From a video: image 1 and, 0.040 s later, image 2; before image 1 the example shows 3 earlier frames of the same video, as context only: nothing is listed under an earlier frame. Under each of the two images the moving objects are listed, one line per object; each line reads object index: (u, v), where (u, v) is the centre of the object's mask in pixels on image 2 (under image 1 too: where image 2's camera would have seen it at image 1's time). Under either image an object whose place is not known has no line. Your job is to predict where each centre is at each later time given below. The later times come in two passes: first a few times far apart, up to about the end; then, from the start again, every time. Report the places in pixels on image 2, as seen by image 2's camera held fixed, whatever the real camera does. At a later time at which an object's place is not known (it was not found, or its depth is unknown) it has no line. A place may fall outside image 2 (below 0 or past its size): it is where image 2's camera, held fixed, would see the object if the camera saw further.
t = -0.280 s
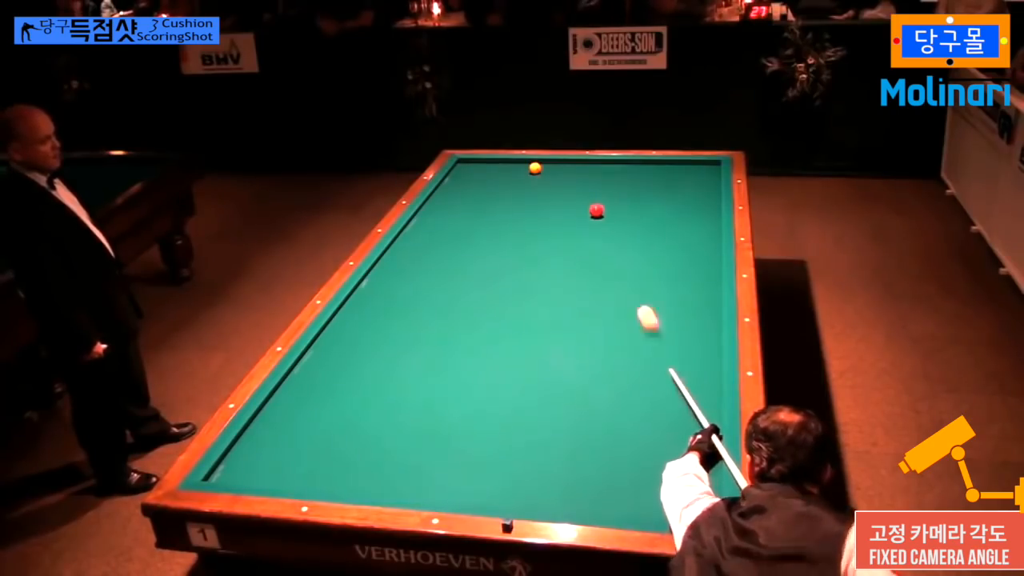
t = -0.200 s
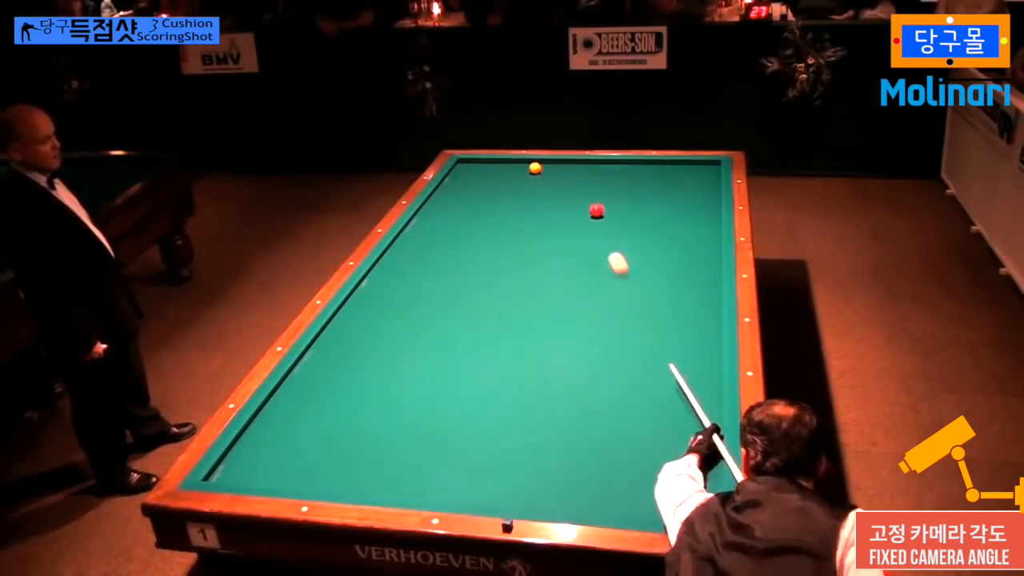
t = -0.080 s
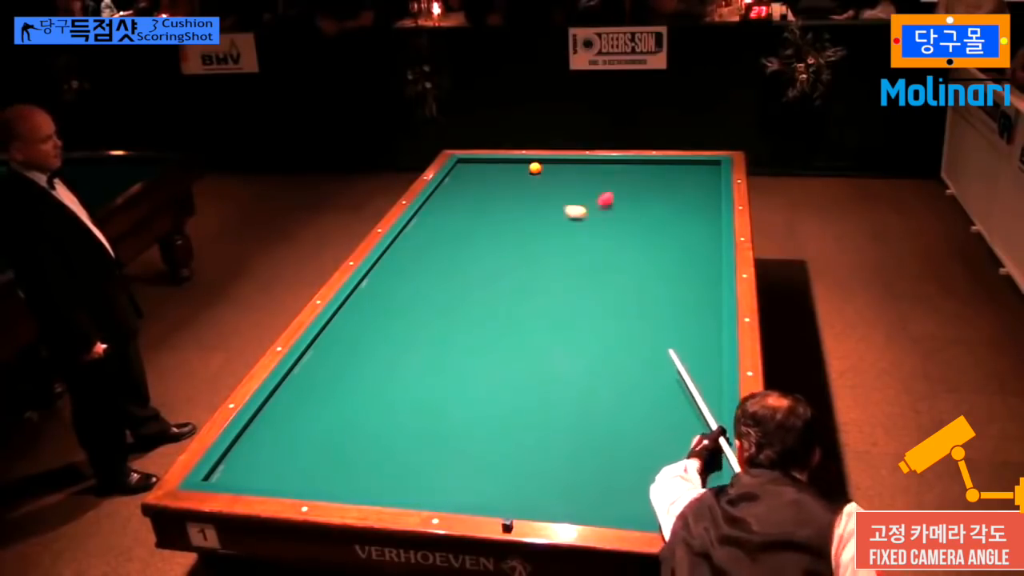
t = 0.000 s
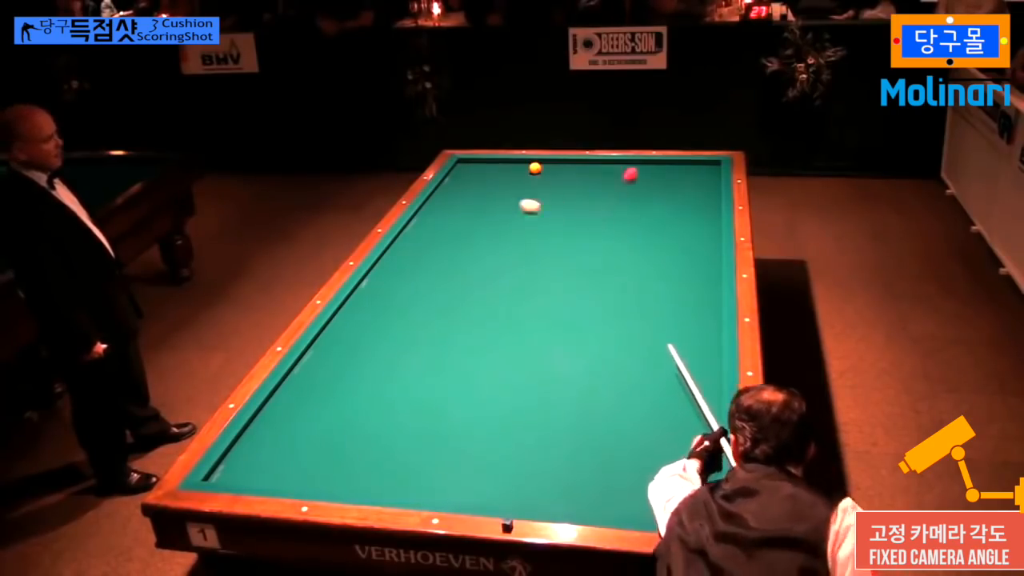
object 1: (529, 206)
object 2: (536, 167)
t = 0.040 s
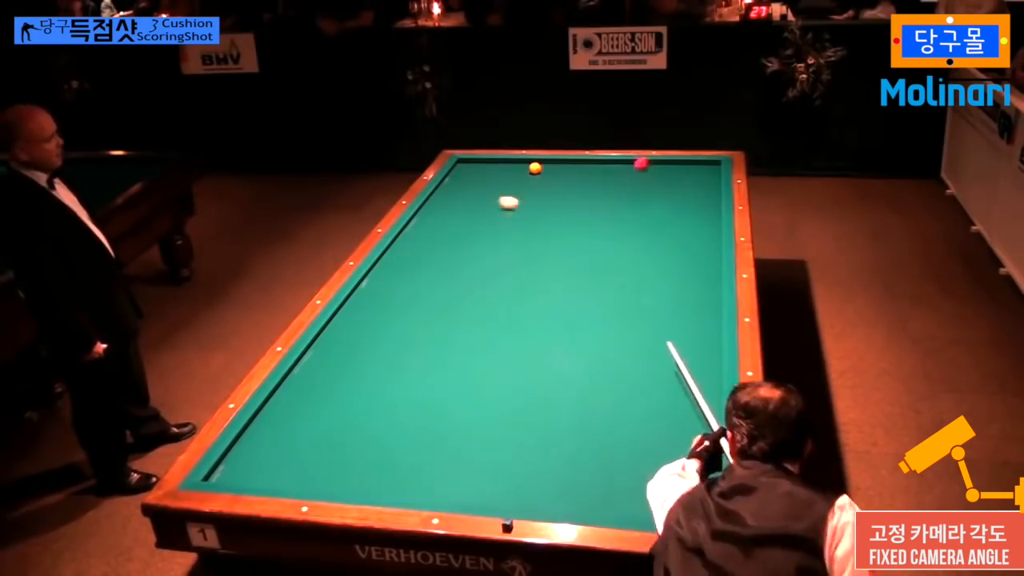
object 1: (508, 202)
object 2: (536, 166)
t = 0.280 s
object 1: (472, 190)
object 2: (536, 166)
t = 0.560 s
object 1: (573, 188)
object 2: (536, 166)
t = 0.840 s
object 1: (653, 184)
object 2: (536, 166)
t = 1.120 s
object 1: (706, 179)
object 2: (536, 166)
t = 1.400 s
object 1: (660, 173)
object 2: (536, 166)
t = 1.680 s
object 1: (622, 167)
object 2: (536, 166)
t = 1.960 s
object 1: (586, 162)
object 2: (536, 167)
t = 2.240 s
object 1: (554, 163)
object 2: (535, 167)
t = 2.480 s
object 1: (526, 164)
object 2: (536, 167)
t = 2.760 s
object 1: (496, 166)
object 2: (536, 166)
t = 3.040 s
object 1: (466, 169)
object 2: (536, 166)
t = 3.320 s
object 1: (463, 172)
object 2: (531, 168)
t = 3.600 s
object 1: (476, 175)
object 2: (513, 172)
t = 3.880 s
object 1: (486, 179)
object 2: (499, 175)
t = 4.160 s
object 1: (484, 185)
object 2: (498, 175)
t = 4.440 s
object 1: (482, 191)
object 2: (498, 175)
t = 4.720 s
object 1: (480, 197)
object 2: (498, 175)
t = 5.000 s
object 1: (477, 203)
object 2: (498, 175)
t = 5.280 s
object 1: (475, 209)
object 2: (498, 175)
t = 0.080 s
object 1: (488, 199)
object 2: (536, 167)
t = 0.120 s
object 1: (468, 196)
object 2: (536, 166)
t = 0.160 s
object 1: (450, 193)
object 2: (536, 167)
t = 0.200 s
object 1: (440, 191)
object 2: (536, 167)
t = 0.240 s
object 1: (456, 191)
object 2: (536, 167)
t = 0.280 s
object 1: (472, 190)
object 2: (536, 166)
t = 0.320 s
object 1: (488, 190)
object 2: (536, 167)
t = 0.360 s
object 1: (503, 190)
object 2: (536, 166)
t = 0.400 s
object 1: (518, 190)
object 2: (536, 167)
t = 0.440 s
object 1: (533, 190)
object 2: (536, 166)
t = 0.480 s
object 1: (547, 189)
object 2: (536, 166)
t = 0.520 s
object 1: (560, 189)
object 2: (536, 166)
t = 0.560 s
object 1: (573, 188)
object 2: (536, 166)
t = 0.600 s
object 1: (586, 188)
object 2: (536, 166)
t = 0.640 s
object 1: (598, 187)
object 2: (536, 166)
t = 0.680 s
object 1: (610, 187)
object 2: (536, 166)
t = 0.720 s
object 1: (621, 186)
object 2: (536, 166)
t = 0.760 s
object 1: (631, 185)
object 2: (536, 166)
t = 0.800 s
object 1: (643, 185)
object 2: (536, 166)
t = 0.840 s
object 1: (653, 184)
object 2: (536, 166)
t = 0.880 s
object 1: (664, 183)
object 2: (536, 166)
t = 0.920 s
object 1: (675, 182)
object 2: (536, 166)
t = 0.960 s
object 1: (686, 182)
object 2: (536, 166)
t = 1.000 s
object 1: (696, 182)
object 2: (536, 166)
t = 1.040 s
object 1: (707, 181)
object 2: (536, 166)
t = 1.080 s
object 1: (714, 180)
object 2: (536, 166)
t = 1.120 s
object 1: (706, 179)
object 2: (536, 166)
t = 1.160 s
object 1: (698, 178)
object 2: (536, 166)
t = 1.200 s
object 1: (690, 177)
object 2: (536, 166)
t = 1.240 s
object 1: (683, 176)
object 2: (536, 166)
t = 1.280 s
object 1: (677, 175)
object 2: (536, 166)
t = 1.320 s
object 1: (671, 175)
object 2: (536, 166)
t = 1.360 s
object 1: (666, 174)
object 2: (536, 166)
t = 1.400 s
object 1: (660, 173)
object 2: (536, 166)
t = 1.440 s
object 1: (654, 172)
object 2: (536, 166)
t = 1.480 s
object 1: (649, 171)
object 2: (536, 166)
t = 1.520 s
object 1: (643, 170)
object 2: (536, 166)
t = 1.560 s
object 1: (638, 170)
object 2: (536, 166)
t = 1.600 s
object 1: (632, 169)
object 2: (536, 166)
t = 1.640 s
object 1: (627, 168)
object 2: (536, 166)
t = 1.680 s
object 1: (622, 167)
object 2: (536, 166)
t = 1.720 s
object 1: (617, 167)
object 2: (536, 166)
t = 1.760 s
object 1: (612, 166)
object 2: (536, 167)
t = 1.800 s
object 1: (606, 165)
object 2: (536, 166)
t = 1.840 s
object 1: (601, 164)
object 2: (536, 166)
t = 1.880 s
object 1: (596, 164)
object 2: (536, 166)
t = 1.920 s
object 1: (591, 163)
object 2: (536, 166)
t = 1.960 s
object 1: (586, 162)
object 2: (536, 167)
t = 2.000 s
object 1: (581, 161)
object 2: (536, 166)
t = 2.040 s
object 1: (576, 161)
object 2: (536, 167)
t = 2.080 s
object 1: (572, 161)
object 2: (536, 166)
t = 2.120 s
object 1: (567, 161)
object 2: (536, 167)
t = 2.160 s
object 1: (563, 162)
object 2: (535, 167)
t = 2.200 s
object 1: (558, 162)
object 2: (535, 167)
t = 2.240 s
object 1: (554, 163)
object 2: (535, 167)
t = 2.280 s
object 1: (549, 163)
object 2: (535, 167)
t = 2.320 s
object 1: (545, 163)
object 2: (534, 167)
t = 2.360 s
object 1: (541, 162)
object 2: (534, 168)
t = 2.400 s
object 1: (536, 161)
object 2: (535, 169)
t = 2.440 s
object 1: (530, 162)
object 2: (536, 168)
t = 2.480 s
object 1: (526, 164)
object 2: (536, 167)
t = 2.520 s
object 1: (522, 165)
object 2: (536, 166)
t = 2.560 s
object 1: (518, 165)
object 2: (536, 166)
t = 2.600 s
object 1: (514, 165)
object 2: (536, 167)
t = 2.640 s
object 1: (509, 165)
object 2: (536, 166)
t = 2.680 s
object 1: (505, 166)
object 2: (536, 166)
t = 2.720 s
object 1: (501, 166)
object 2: (536, 166)
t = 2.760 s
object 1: (496, 166)
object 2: (536, 166)
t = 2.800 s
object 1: (492, 167)
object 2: (536, 166)
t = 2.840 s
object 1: (488, 167)
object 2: (536, 166)
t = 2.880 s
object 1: (484, 167)
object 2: (536, 166)
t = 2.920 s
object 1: (479, 168)
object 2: (536, 166)
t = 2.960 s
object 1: (475, 168)
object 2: (536, 166)
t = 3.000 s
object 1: (471, 168)
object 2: (536, 166)
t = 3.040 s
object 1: (466, 169)
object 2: (536, 166)
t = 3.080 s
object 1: (462, 169)
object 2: (536, 166)
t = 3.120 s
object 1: (458, 169)
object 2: (536, 166)
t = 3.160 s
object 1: (455, 170)
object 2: (536, 167)
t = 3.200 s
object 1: (457, 170)
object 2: (535, 167)
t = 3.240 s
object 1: (460, 171)
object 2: (535, 167)
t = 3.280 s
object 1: (461, 171)
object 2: (534, 167)
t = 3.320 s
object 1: (463, 172)
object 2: (531, 168)
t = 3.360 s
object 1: (465, 172)
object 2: (528, 168)
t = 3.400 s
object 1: (467, 173)
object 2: (526, 169)
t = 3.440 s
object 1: (469, 173)
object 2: (523, 169)
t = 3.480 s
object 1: (471, 174)
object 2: (521, 170)
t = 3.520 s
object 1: (472, 174)
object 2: (518, 171)
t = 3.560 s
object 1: (474, 174)
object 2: (516, 172)
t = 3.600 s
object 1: (476, 175)
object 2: (513, 172)
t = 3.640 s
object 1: (478, 175)
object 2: (511, 173)
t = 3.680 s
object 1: (480, 176)
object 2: (509, 173)
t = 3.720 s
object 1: (481, 176)
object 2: (506, 173)
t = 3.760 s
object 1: (483, 177)
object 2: (504, 174)
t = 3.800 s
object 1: (485, 177)
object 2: (502, 174)
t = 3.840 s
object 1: (486, 178)
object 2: (499, 175)
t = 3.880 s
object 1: (486, 179)
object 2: (499, 175)
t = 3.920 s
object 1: (486, 179)
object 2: (499, 175)
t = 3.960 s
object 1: (486, 180)
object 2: (499, 175)
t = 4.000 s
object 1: (485, 181)
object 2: (499, 175)
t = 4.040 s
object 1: (485, 182)
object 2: (499, 175)
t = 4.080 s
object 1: (485, 183)
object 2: (499, 175)
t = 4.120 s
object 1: (484, 184)
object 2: (498, 175)
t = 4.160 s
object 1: (484, 185)
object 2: (498, 175)
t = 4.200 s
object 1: (484, 186)
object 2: (498, 175)
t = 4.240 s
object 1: (483, 186)
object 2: (498, 175)
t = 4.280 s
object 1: (483, 187)
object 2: (498, 175)
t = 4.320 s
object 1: (483, 188)
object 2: (498, 175)
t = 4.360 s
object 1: (482, 189)
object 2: (498, 175)
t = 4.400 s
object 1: (482, 190)
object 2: (498, 175)
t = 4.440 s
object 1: (482, 191)
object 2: (498, 175)
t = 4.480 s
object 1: (481, 192)
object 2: (498, 175)
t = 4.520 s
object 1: (481, 193)
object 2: (498, 175)
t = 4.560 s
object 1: (481, 193)
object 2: (498, 175)
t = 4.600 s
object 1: (480, 194)
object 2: (498, 175)
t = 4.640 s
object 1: (480, 195)
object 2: (498, 175)
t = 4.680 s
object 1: (480, 196)
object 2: (498, 175)
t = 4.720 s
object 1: (480, 197)
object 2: (498, 175)
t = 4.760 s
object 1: (479, 198)
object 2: (498, 175)
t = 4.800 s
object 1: (479, 199)
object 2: (498, 175)
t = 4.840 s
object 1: (479, 200)
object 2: (498, 175)
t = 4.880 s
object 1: (478, 200)
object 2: (498, 175)
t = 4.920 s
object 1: (478, 201)
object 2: (498, 175)
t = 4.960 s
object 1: (478, 202)
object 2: (498, 175)
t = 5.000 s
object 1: (477, 203)
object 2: (498, 175)
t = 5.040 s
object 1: (477, 204)
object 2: (498, 175)
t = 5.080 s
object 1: (477, 205)
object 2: (498, 175)
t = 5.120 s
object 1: (476, 206)
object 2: (498, 175)
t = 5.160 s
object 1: (476, 206)
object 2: (498, 175)
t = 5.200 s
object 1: (476, 207)
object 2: (498, 175)
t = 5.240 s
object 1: (476, 208)
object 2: (498, 175)
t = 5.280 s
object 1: (475, 209)
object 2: (498, 175)
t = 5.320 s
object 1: (475, 210)
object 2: (498, 175)
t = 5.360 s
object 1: (475, 211)
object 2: (498, 175)
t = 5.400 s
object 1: (475, 212)
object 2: (498, 175)
